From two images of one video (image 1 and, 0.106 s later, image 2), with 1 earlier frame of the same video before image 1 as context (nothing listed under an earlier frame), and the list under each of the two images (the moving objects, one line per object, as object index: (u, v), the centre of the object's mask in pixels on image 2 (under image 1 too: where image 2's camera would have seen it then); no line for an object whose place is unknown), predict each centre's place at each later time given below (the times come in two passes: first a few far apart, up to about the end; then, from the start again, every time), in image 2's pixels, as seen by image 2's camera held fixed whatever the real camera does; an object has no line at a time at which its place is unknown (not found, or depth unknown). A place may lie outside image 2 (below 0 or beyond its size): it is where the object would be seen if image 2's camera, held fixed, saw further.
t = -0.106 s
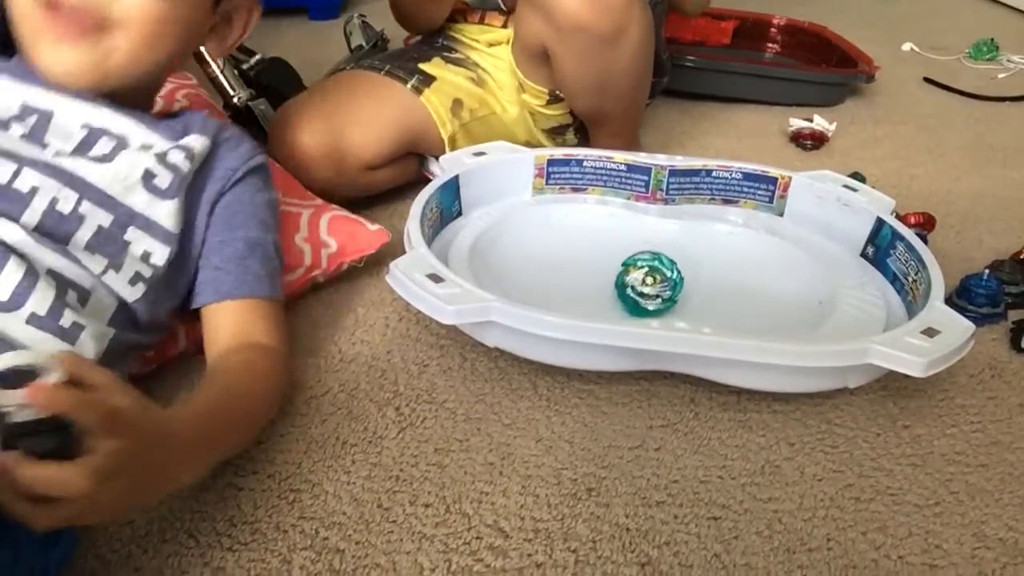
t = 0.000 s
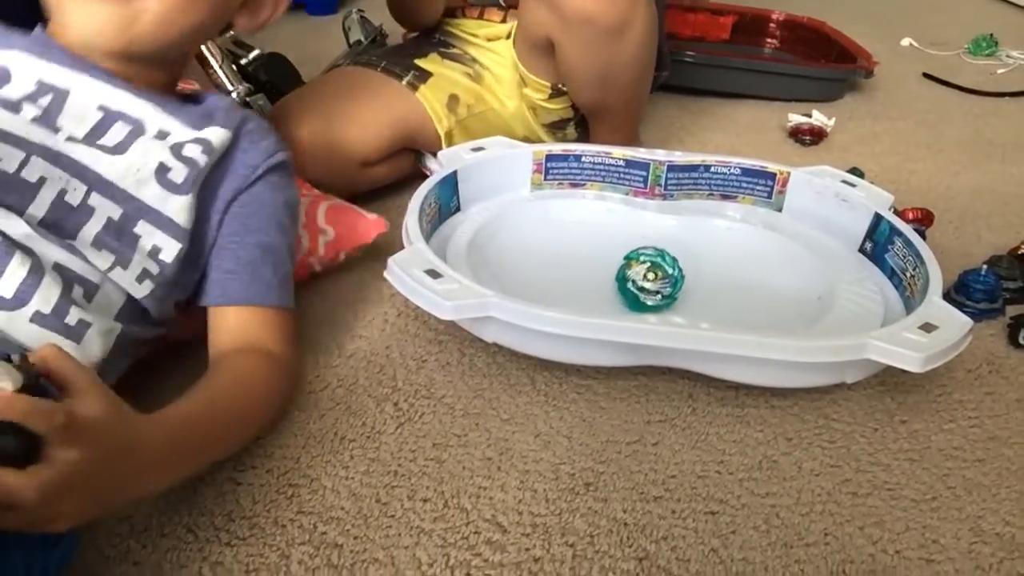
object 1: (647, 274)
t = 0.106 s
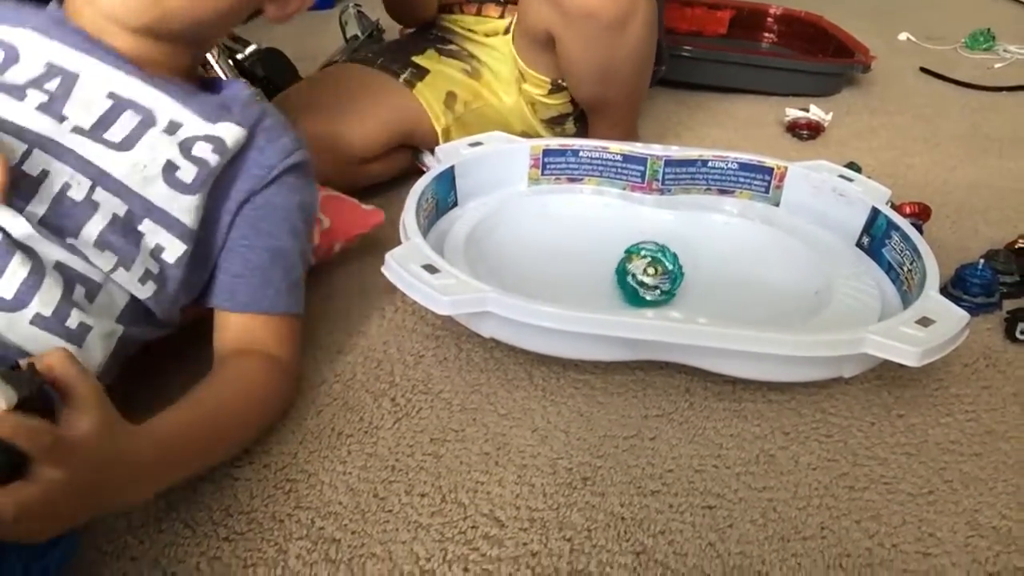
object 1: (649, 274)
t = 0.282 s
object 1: (649, 274)
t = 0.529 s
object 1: (645, 274)
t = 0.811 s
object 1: (639, 274)
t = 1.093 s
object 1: (638, 273)
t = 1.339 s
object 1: (642, 274)
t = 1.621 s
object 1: (639, 274)
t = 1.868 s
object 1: (641, 274)
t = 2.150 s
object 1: (639, 273)
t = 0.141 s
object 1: (649, 274)
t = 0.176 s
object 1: (649, 274)
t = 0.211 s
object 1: (650, 274)
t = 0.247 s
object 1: (649, 274)
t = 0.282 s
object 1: (649, 274)
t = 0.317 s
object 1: (649, 274)
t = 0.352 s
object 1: (649, 274)
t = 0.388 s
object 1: (648, 274)
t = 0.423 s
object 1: (647, 274)
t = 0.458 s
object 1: (646, 274)
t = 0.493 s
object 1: (645, 274)
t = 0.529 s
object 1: (645, 274)
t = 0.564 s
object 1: (644, 274)
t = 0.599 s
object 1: (643, 274)
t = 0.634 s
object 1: (643, 274)
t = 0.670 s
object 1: (642, 274)
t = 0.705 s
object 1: (641, 274)
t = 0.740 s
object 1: (640, 274)
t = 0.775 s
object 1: (639, 274)
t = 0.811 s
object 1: (639, 274)
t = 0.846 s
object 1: (638, 273)
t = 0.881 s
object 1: (638, 273)
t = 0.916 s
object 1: (637, 273)
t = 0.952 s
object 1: (637, 273)
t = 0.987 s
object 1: (637, 273)
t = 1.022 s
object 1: (638, 273)
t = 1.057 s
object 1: (638, 273)
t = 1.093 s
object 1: (638, 273)
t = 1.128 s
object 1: (639, 274)
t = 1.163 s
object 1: (639, 273)
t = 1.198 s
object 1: (640, 274)
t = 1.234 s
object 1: (641, 274)
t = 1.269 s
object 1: (642, 274)
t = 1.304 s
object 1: (642, 274)
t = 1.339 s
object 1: (642, 274)
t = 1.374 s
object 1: (642, 274)
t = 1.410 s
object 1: (643, 274)
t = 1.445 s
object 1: (642, 274)
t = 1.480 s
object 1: (642, 274)
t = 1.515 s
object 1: (642, 274)
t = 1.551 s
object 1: (641, 274)
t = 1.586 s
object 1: (640, 274)
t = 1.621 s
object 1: (639, 274)
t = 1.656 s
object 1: (639, 274)
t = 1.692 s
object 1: (638, 274)
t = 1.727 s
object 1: (638, 274)
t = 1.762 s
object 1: (639, 274)
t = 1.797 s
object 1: (639, 274)
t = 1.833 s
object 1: (640, 274)
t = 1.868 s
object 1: (641, 274)
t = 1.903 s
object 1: (641, 274)
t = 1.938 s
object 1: (641, 274)
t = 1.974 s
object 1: (641, 274)
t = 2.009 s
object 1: (641, 274)
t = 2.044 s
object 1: (640, 274)
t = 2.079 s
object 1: (639, 274)
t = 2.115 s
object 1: (639, 273)
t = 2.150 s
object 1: (639, 273)
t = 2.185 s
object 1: (639, 273)
